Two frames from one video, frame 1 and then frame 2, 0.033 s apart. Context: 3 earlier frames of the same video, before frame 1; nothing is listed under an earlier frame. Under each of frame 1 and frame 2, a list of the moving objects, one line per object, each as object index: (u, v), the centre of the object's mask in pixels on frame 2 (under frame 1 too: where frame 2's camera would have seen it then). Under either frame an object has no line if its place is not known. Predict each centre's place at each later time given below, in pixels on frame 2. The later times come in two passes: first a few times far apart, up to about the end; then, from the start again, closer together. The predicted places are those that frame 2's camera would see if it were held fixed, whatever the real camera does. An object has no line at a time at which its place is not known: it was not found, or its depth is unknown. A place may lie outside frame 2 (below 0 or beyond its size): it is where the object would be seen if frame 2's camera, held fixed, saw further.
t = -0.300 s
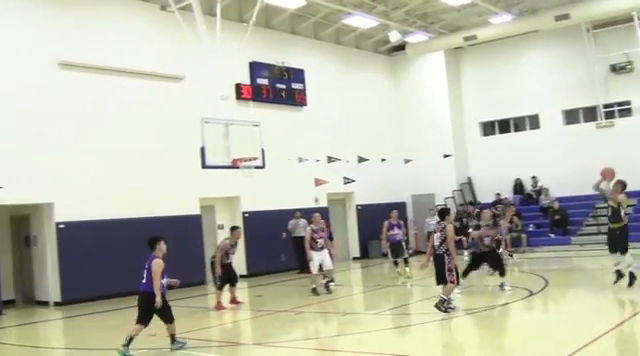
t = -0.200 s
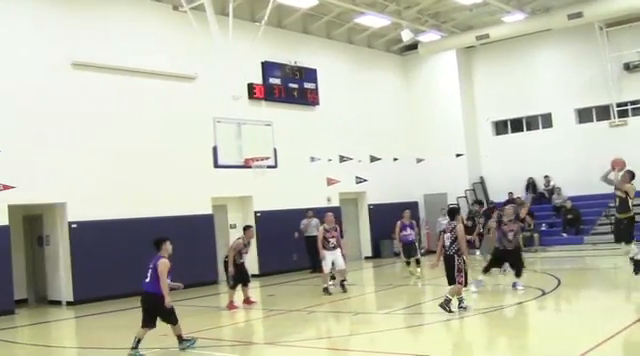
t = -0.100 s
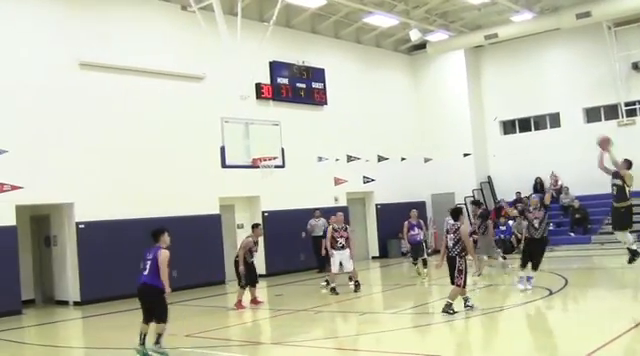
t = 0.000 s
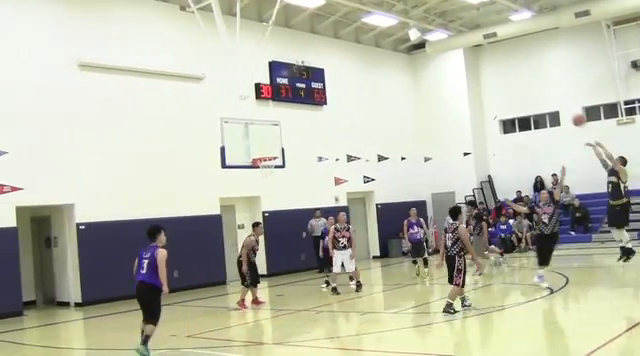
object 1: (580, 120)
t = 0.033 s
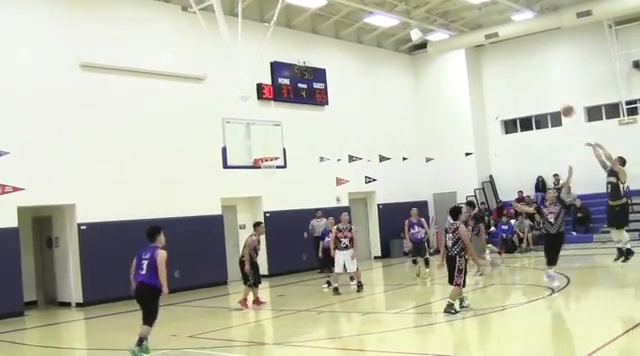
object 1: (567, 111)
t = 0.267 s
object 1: (485, 66)
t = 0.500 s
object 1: (417, 55)
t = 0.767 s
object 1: (352, 73)
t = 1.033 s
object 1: (298, 120)
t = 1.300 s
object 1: (285, 153)
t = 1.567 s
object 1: (334, 161)
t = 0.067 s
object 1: (554, 102)
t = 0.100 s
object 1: (541, 94)
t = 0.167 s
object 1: (518, 81)
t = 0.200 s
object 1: (507, 75)
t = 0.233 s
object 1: (496, 71)
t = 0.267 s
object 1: (485, 66)
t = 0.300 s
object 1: (474, 63)
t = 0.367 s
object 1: (454, 58)
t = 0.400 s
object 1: (444, 56)
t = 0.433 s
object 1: (435, 55)
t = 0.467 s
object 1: (426, 55)
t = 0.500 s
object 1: (417, 55)
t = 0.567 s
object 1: (399, 56)
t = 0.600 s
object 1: (391, 58)
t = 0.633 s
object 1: (383, 60)
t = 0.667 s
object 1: (375, 62)
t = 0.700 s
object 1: (367, 65)
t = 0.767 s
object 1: (352, 73)
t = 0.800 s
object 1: (345, 77)
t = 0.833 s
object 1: (338, 82)
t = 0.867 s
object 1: (331, 87)
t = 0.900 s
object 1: (324, 92)
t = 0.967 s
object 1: (311, 105)
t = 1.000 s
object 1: (304, 113)
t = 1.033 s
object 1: (298, 120)
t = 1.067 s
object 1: (292, 128)
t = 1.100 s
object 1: (286, 135)
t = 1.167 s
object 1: (275, 153)
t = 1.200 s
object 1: (272, 155)
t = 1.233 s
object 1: (273, 155)
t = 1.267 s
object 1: (279, 154)
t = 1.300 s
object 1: (285, 153)
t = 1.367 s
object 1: (297, 152)
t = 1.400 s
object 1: (303, 153)
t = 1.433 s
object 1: (309, 153)
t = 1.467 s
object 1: (315, 155)
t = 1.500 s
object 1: (321, 156)
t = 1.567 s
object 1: (334, 161)
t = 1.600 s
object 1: (340, 164)
